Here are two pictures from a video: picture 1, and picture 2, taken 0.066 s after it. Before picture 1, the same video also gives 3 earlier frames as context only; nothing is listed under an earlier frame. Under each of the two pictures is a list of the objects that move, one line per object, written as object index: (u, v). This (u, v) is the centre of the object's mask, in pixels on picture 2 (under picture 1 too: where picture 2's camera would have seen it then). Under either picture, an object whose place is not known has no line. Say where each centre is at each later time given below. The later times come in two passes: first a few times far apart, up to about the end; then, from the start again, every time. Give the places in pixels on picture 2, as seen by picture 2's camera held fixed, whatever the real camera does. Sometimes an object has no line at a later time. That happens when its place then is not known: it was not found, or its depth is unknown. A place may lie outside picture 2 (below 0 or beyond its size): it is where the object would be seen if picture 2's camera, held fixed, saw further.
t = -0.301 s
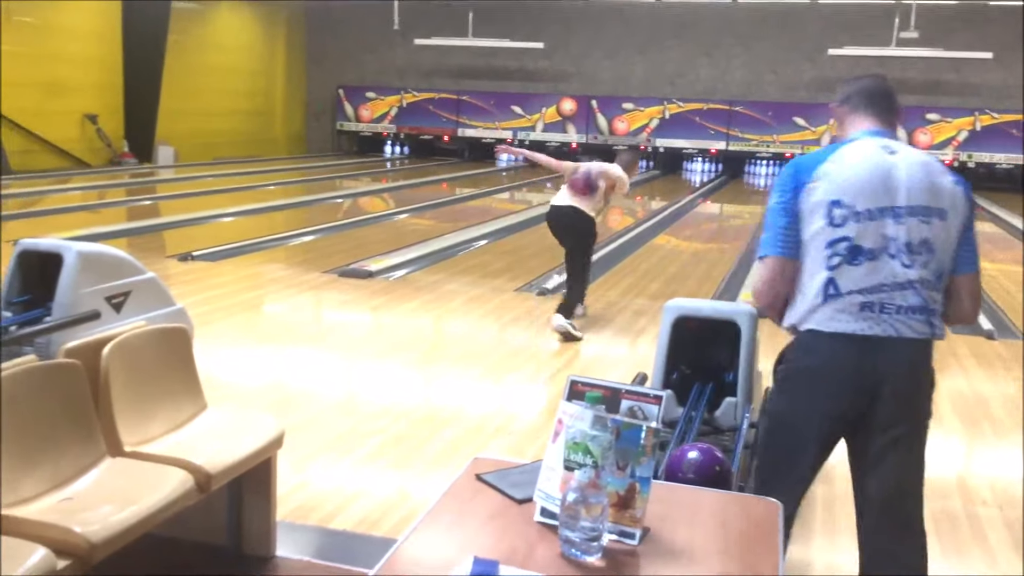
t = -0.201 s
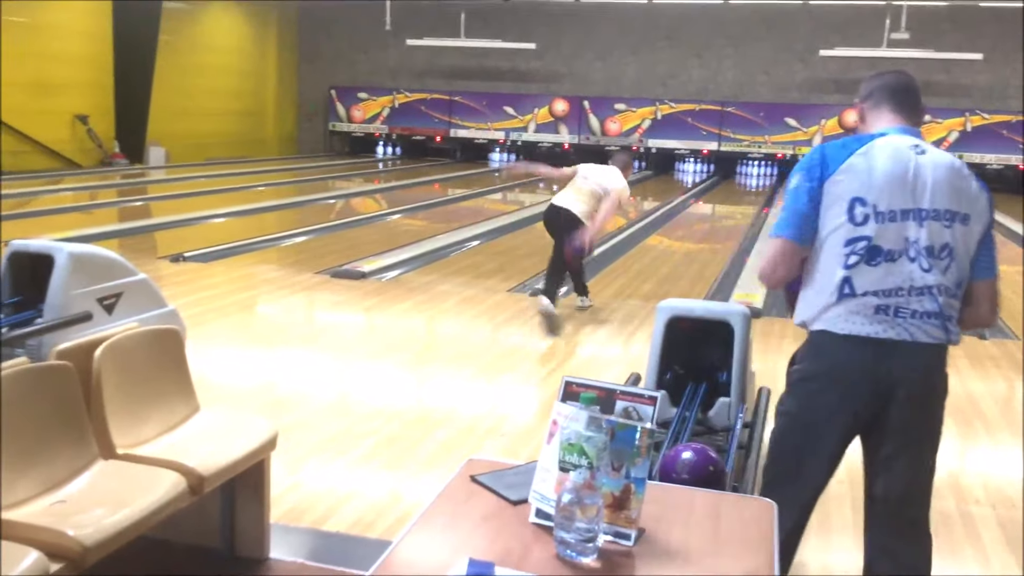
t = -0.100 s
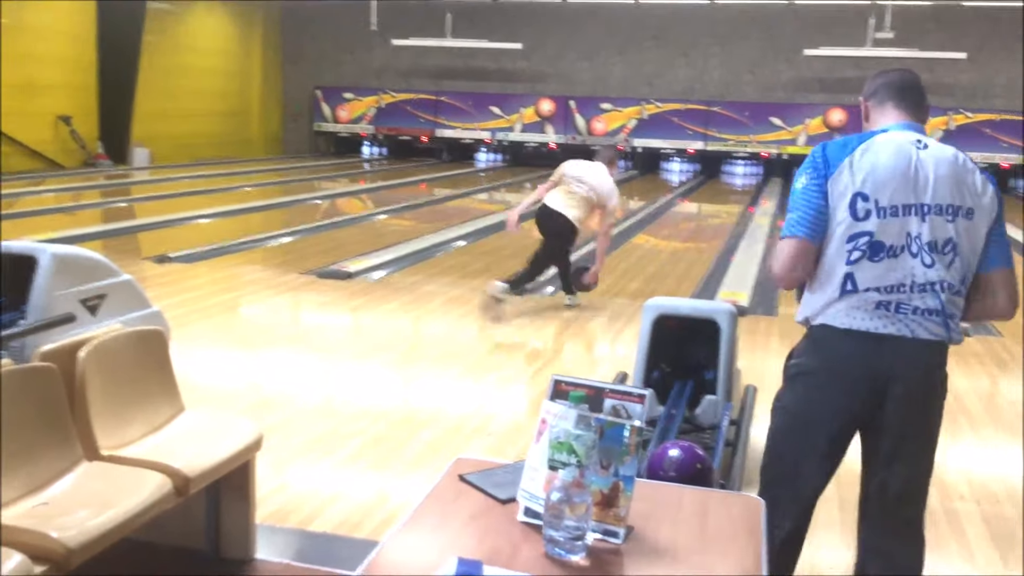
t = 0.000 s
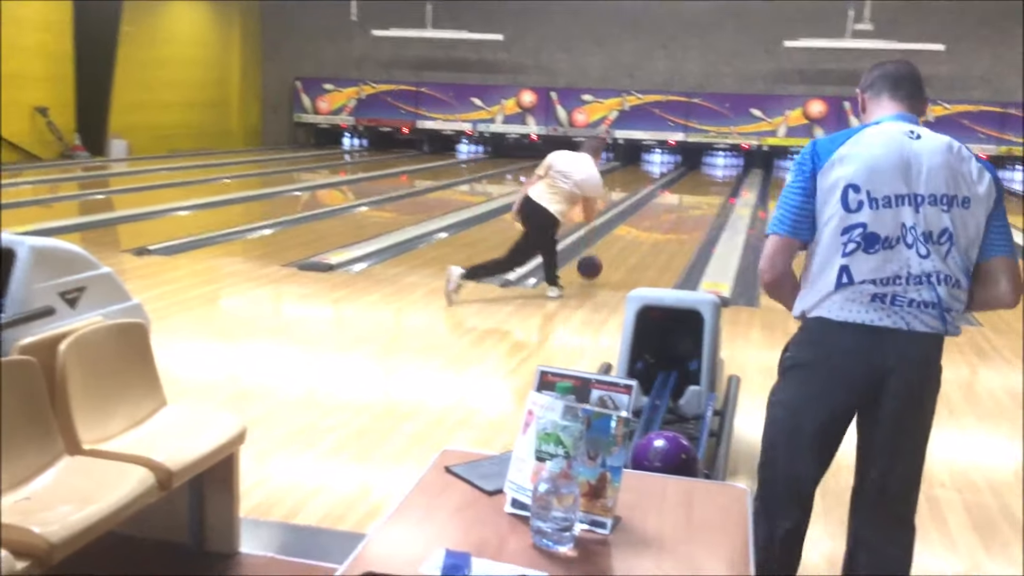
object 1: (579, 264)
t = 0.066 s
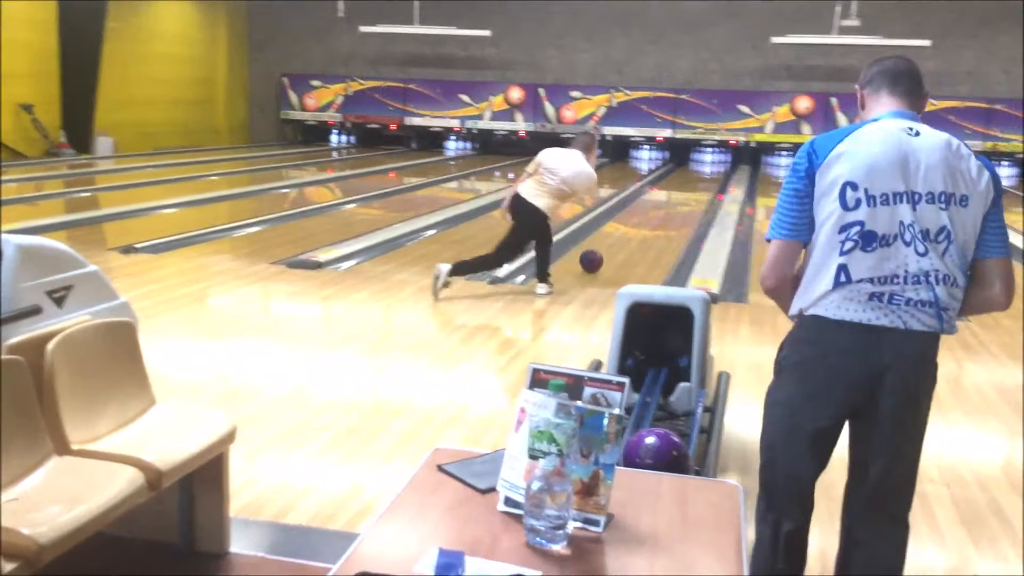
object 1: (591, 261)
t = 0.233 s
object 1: (617, 243)
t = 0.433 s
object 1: (641, 226)
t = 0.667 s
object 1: (662, 211)
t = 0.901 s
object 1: (679, 199)
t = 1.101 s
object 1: (689, 191)
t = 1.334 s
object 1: (699, 183)
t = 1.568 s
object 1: (706, 178)
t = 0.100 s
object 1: (597, 257)
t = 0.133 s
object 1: (603, 253)
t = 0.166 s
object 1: (608, 250)
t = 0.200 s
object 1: (613, 246)
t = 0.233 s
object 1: (617, 243)
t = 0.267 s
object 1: (622, 240)
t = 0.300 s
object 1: (626, 237)
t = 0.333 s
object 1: (630, 234)
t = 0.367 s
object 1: (634, 231)
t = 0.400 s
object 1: (638, 229)
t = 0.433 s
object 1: (641, 226)
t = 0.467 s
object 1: (645, 224)
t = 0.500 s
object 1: (648, 222)
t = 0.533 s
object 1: (651, 219)
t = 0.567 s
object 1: (654, 217)
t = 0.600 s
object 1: (657, 215)
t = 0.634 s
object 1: (660, 213)
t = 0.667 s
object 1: (662, 211)
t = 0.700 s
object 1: (665, 209)
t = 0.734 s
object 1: (668, 207)
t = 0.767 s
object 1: (670, 206)
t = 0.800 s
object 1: (672, 204)
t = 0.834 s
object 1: (675, 202)
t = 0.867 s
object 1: (677, 200)
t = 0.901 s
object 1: (679, 199)
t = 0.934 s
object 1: (681, 198)
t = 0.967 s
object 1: (682, 197)
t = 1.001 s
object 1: (684, 196)
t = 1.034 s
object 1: (686, 194)
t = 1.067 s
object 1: (688, 193)
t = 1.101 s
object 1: (689, 191)
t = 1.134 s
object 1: (691, 190)
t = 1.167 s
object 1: (692, 189)
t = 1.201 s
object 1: (694, 188)
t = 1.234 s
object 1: (695, 187)
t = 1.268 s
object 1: (696, 186)
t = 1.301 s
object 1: (698, 184)
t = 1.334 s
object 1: (699, 183)
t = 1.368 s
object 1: (700, 182)
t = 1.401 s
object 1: (702, 181)
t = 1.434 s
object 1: (703, 180)
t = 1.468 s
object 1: (704, 179)
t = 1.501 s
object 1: (705, 179)
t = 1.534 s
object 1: (705, 178)
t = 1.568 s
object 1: (706, 178)
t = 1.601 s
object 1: (706, 177)
